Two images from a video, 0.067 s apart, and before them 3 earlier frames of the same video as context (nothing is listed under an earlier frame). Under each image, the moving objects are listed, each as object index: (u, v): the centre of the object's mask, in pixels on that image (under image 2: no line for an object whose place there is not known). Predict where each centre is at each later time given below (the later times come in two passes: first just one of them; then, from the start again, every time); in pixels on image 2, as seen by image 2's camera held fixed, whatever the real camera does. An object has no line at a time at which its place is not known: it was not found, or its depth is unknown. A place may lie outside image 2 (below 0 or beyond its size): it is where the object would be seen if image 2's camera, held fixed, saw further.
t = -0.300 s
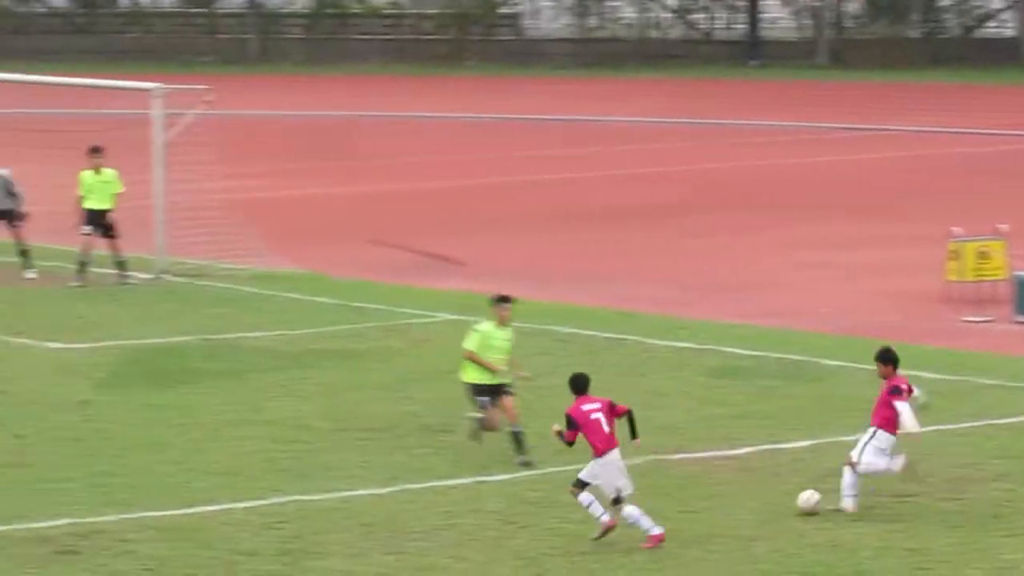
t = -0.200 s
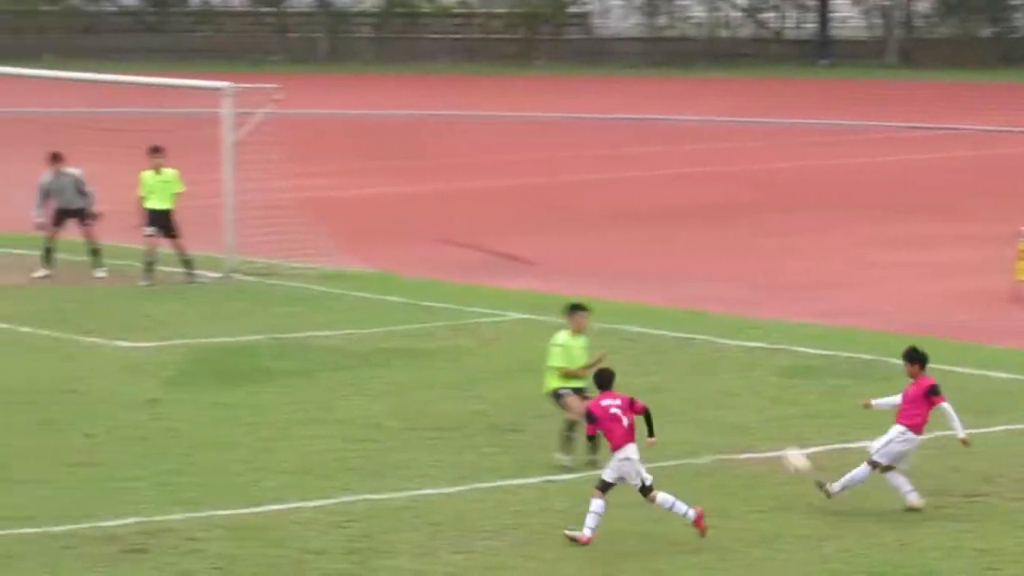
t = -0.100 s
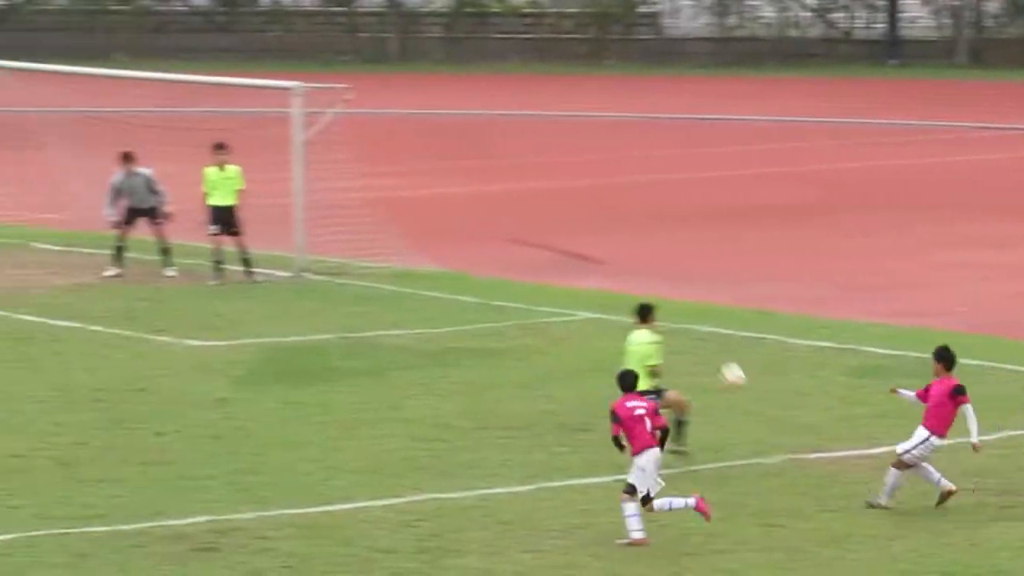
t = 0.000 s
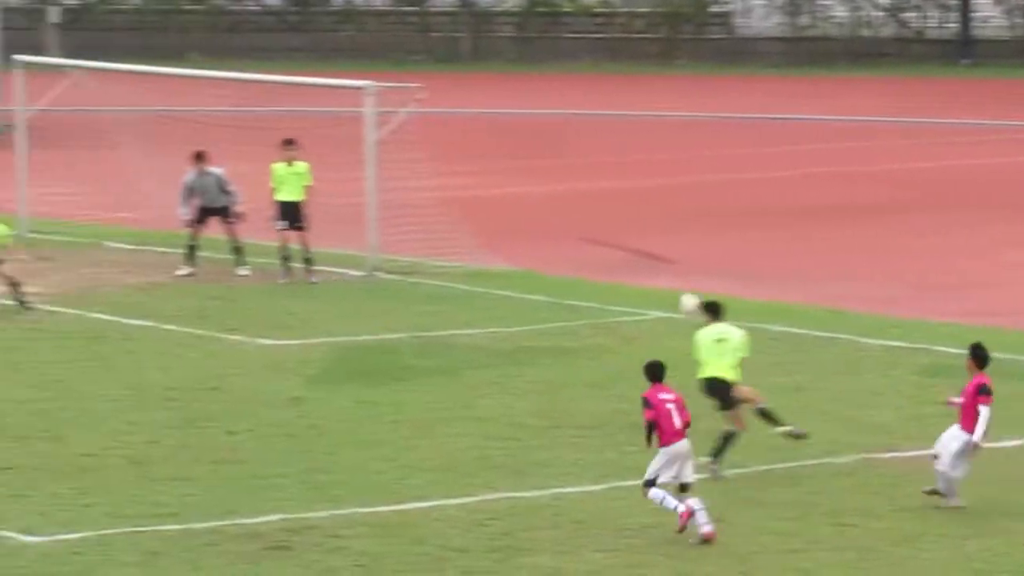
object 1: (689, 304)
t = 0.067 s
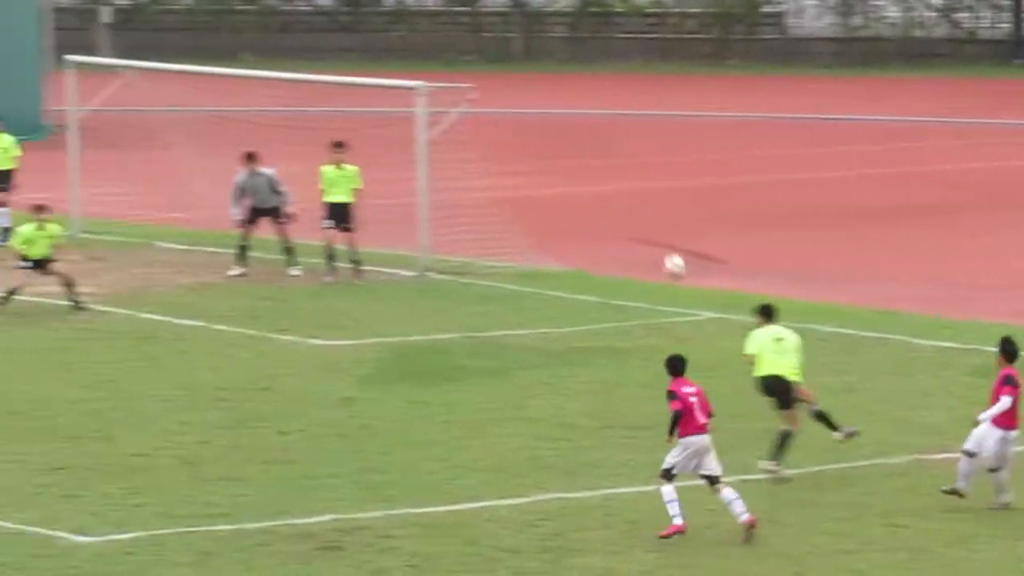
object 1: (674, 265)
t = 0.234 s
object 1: (531, 189)
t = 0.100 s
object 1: (643, 248)
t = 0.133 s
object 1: (613, 231)
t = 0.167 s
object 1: (584, 216)
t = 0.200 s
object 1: (557, 202)
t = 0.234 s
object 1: (531, 189)
